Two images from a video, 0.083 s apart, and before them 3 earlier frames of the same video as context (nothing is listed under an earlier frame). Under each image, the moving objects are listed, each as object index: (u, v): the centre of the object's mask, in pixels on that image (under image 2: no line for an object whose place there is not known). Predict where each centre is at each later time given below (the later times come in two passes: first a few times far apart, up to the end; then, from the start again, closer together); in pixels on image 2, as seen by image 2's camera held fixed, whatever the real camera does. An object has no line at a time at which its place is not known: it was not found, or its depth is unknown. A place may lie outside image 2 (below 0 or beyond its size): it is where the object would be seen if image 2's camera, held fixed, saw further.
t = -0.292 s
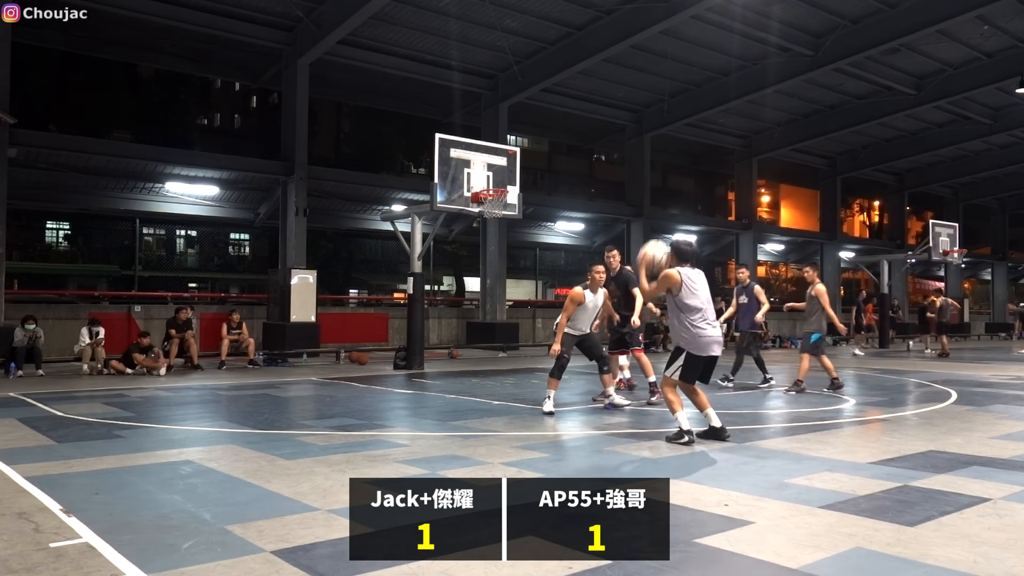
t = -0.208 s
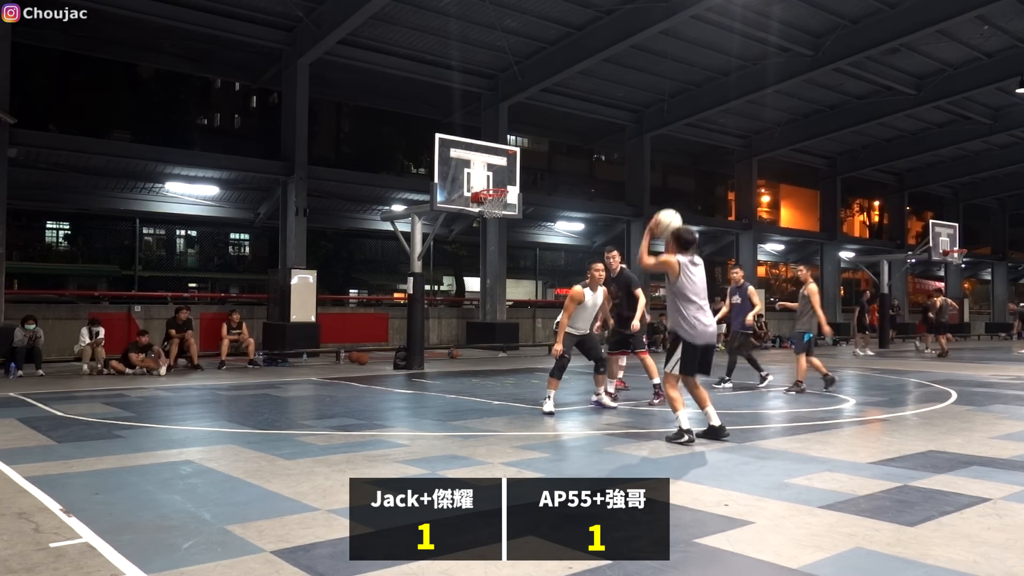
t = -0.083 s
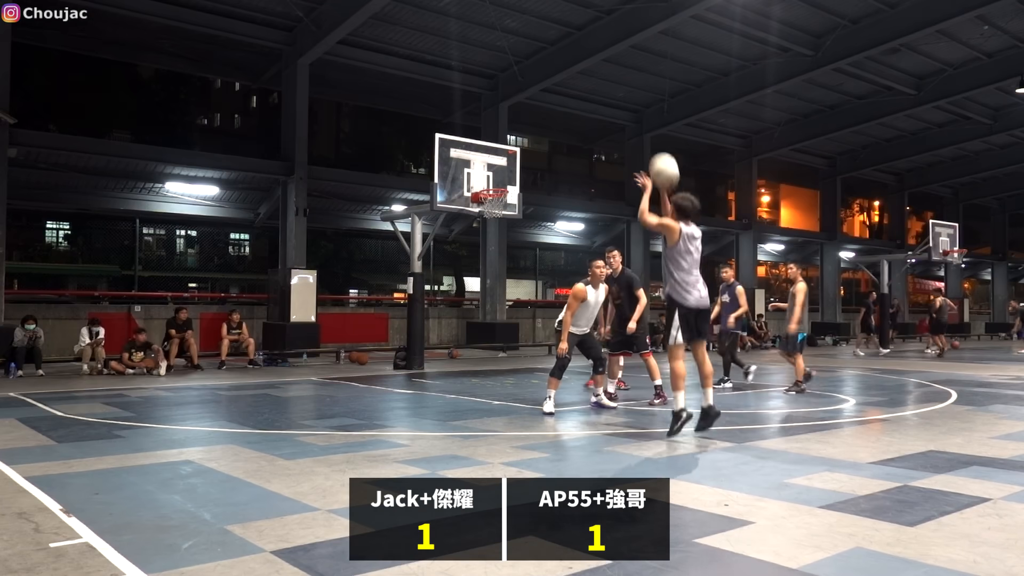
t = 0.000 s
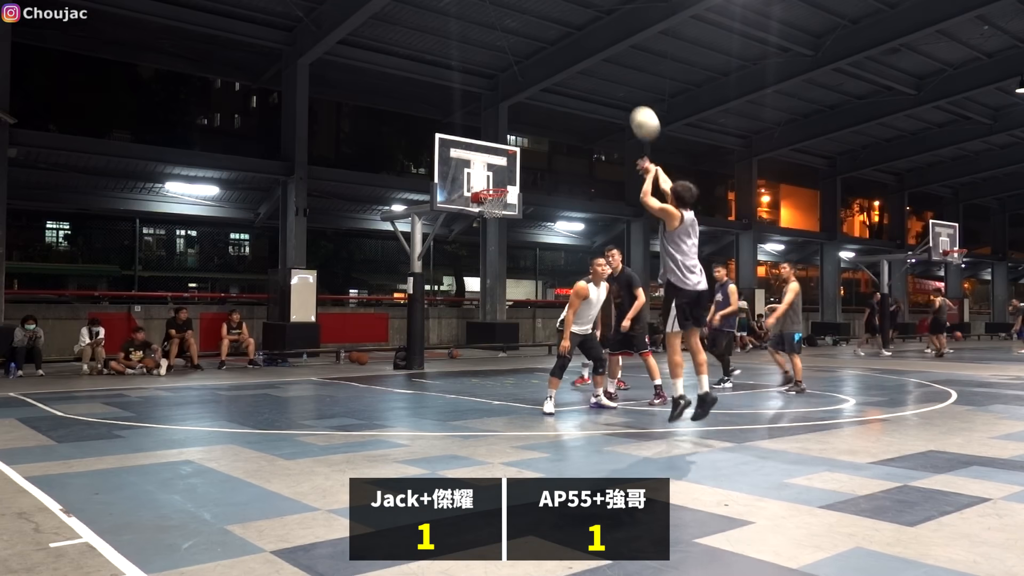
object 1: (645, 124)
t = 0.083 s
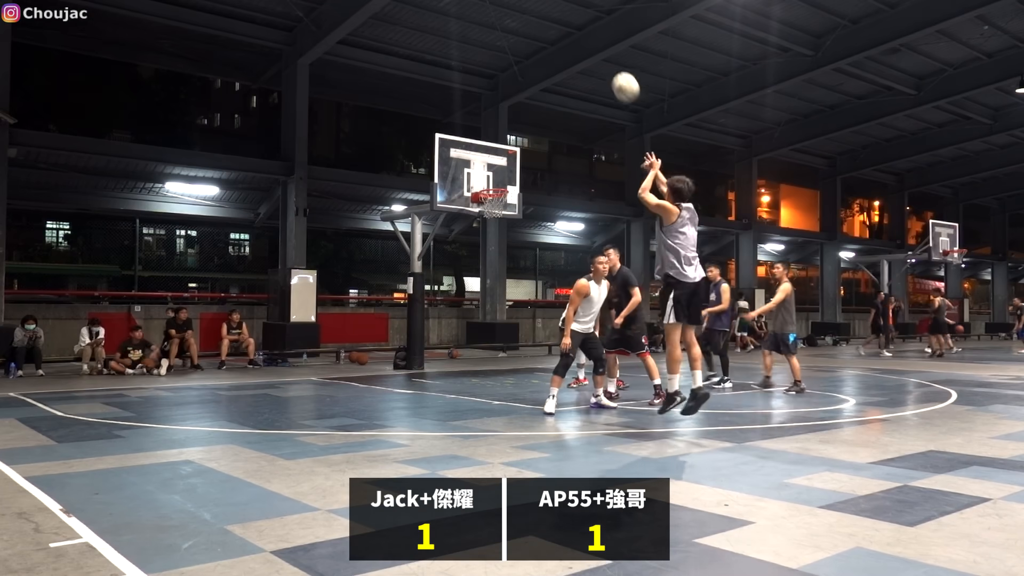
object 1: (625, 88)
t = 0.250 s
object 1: (594, 45)
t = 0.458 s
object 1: (562, 33)
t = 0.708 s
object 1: (534, 61)
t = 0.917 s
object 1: (515, 109)
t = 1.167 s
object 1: (497, 188)
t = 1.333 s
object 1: (493, 208)
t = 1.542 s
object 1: (507, 240)
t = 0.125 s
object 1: (617, 74)
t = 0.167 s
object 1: (609, 62)
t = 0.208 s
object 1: (601, 53)
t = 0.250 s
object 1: (594, 45)
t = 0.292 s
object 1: (587, 40)
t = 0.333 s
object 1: (580, 36)
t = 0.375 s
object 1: (574, 33)
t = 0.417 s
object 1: (568, 33)
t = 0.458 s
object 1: (562, 33)
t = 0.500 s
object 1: (557, 35)
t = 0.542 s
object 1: (552, 38)
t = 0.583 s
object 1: (547, 42)
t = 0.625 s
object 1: (543, 47)
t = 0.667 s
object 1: (538, 54)
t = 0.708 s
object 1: (534, 61)
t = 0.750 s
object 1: (530, 69)
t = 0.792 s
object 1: (526, 78)
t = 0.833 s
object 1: (522, 88)
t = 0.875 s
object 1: (519, 98)
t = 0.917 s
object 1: (515, 109)
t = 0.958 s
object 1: (512, 121)
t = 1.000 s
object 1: (508, 133)
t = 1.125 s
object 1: (499, 174)
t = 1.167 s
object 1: (497, 188)
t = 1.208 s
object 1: (491, 195)
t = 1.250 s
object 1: (488, 199)
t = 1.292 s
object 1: (491, 204)
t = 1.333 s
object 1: (493, 208)
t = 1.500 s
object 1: (504, 232)
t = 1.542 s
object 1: (507, 240)
